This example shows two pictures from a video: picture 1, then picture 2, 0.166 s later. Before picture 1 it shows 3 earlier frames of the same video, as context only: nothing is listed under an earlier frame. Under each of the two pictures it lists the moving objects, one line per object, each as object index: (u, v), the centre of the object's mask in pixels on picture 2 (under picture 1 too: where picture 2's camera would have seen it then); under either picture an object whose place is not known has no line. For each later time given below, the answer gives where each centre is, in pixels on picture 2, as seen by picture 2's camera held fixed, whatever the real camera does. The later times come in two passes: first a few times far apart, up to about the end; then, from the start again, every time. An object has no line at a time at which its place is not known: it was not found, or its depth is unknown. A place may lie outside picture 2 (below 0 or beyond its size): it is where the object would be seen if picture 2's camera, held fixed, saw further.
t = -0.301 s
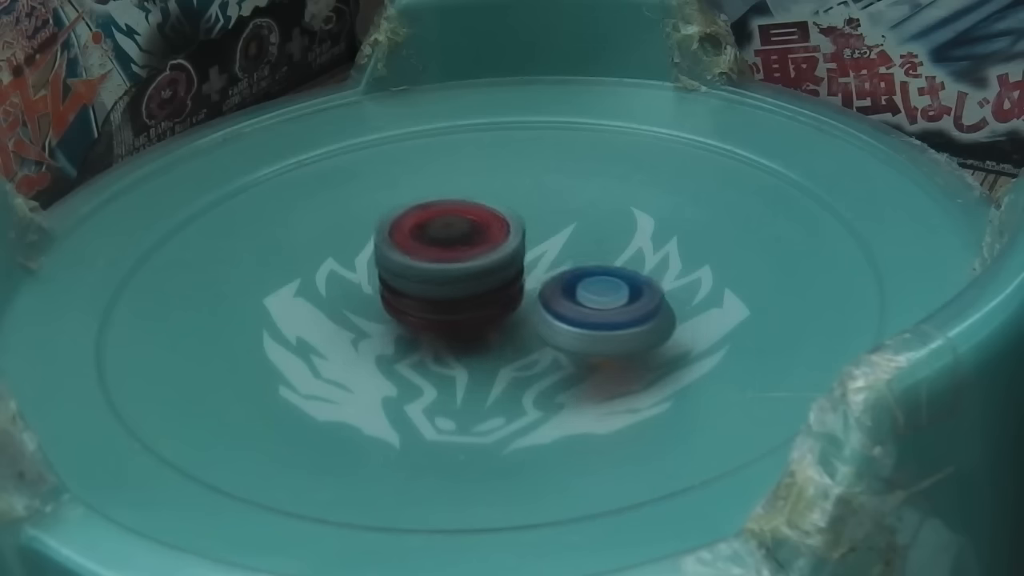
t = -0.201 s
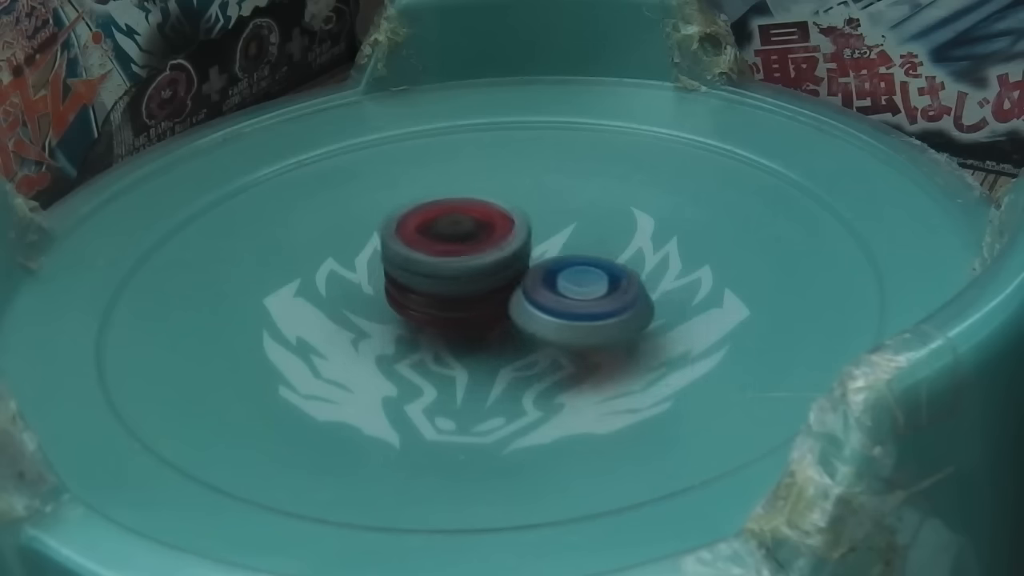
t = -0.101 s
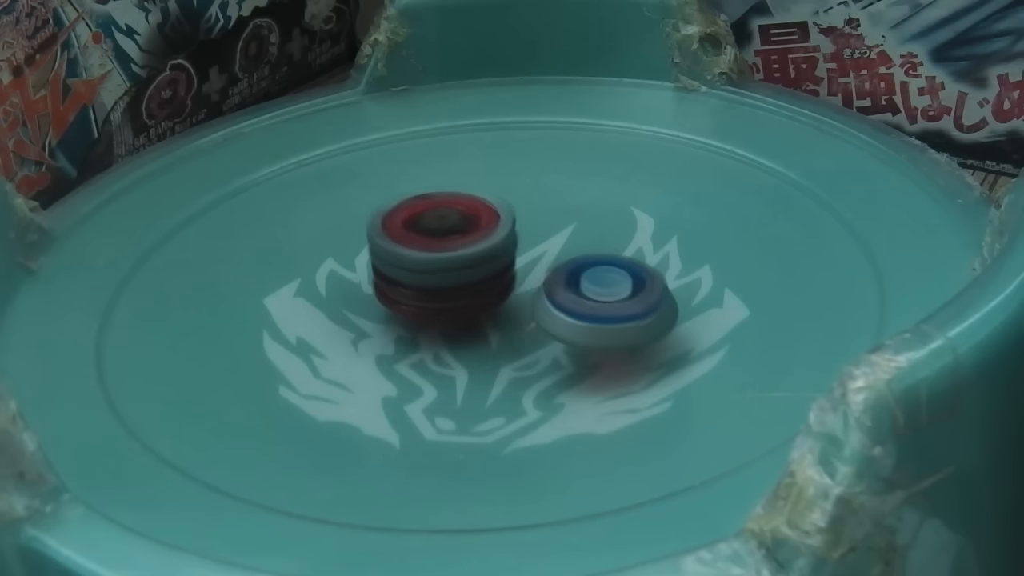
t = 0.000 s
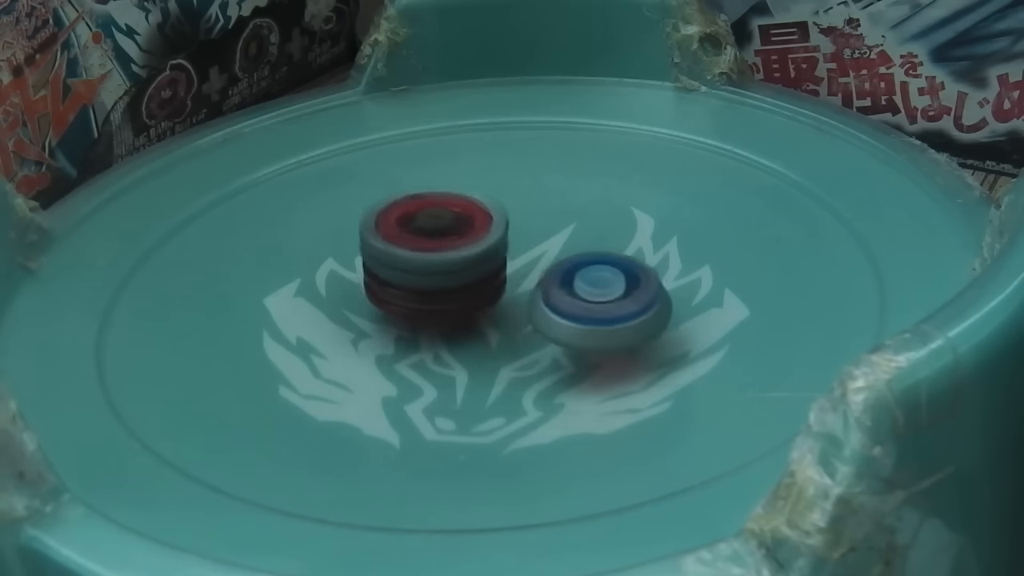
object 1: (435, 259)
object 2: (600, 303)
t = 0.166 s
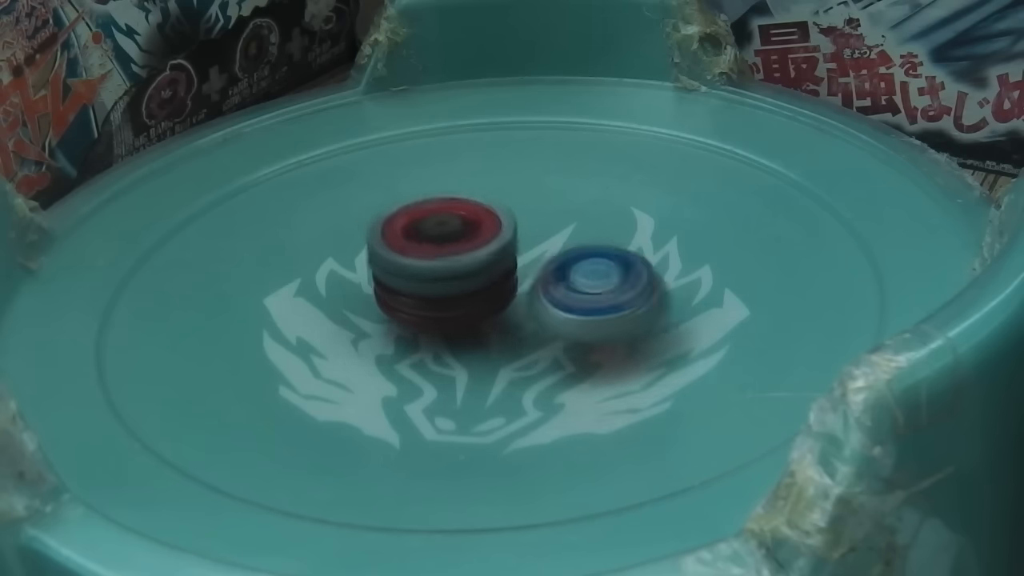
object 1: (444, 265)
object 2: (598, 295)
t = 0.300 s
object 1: (455, 266)
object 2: (629, 295)
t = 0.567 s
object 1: (476, 264)
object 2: (637, 287)
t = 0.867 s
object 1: (462, 274)
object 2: (628, 290)
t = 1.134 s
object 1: (466, 273)
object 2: (621, 289)
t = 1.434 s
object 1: (437, 273)
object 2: (599, 282)
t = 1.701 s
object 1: (469, 275)
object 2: (616, 271)
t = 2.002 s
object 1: (467, 270)
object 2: (610, 268)
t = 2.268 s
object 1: (486, 278)
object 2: (629, 271)
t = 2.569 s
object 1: (496, 270)
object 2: (645, 274)
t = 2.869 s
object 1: (452, 272)
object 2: (614, 276)
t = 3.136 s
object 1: (441, 289)
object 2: (609, 271)
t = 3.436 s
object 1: (453, 286)
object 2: (638, 256)
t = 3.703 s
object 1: (463, 270)
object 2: (610, 257)
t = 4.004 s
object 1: (403, 265)
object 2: (618, 280)
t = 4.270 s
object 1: (411, 277)
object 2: (616, 279)
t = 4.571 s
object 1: (456, 284)
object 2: (660, 268)
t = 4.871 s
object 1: (409, 265)
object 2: (681, 276)
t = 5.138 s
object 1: (432, 263)
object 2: (561, 306)
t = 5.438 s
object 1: (467, 261)
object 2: (593, 324)
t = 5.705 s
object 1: (480, 246)
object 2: (559, 355)
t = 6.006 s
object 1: (497, 254)
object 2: (337, 357)
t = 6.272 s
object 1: (493, 272)
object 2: (407, 340)
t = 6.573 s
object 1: (496, 261)
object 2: (386, 344)
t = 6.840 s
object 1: (482, 263)
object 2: (427, 351)
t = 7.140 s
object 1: (466, 265)
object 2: (385, 330)
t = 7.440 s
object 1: (486, 274)
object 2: (386, 332)
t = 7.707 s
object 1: (500, 276)
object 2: (413, 354)
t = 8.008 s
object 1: (507, 267)
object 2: (395, 328)
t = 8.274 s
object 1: (511, 273)
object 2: (404, 327)
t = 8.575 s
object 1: (495, 278)
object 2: (423, 350)
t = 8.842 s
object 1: (489, 272)
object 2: (391, 332)
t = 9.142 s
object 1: (471, 269)
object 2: (419, 343)
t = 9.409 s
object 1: (491, 270)
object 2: (412, 337)
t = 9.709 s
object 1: (506, 276)
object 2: (400, 331)
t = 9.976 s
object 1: (502, 268)
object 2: (425, 346)
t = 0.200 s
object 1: (445, 264)
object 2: (616, 296)
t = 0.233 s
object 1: (448, 265)
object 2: (627, 296)
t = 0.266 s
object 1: (451, 265)
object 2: (630, 296)
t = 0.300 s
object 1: (455, 266)
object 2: (629, 295)
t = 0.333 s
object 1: (460, 266)
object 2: (627, 294)
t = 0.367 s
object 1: (465, 266)
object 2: (624, 293)
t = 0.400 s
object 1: (469, 267)
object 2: (619, 292)
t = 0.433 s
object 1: (475, 268)
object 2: (613, 291)
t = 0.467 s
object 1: (477, 267)
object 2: (613, 289)
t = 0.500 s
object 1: (477, 267)
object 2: (625, 289)
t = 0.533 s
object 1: (477, 266)
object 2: (633, 289)
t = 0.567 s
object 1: (476, 264)
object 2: (637, 287)
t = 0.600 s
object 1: (474, 263)
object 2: (637, 287)
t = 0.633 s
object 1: (474, 263)
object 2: (632, 285)
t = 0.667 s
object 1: (472, 264)
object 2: (626, 286)
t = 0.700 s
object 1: (470, 265)
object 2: (619, 285)
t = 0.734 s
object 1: (469, 266)
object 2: (612, 284)
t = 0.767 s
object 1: (469, 268)
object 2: (606, 283)
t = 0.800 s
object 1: (466, 270)
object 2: (616, 285)
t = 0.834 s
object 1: (463, 272)
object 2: (626, 288)
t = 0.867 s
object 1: (462, 274)
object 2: (628, 290)
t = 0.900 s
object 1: (461, 275)
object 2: (625, 291)
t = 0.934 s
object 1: (462, 275)
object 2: (619, 292)
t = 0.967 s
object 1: (466, 277)
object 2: (613, 291)
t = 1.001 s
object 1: (468, 278)
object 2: (617, 291)
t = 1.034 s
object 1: (468, 276)
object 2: (622, 290)
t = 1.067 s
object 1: (470, 274)
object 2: (621, 290)
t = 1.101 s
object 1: (470, 273)
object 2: (615, 289)
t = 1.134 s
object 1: (466, 273)
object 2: (621, 289)
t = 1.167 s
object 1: (458, 270)
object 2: (630, 289)
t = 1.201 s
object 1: (453, 269)
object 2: (634, 289)
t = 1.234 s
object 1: (445, 267)
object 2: (633, 289)
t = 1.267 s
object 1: (440, 268)
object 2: (629, 288)
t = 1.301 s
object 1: (436, 268)
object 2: (623, 287)
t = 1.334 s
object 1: (435, 269)
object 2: (616, 286)
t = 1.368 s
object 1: (434, 270)
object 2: (610, 284)
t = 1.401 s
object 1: (434, 271)
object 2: (605, 283)
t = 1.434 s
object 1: (437, 273)
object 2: (599, 282)
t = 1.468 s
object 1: (441, 274)
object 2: (594, 280)
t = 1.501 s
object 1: (444, 276)
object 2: (595, 279)
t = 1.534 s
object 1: (448, 278)
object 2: (604, 276)
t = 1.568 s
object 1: (455, 277)
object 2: (607, 275)
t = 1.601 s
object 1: (460, 278)
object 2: (607, 274)
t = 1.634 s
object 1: (462, 277)
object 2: (612, 273)
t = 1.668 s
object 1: (465, 277)
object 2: (616, 272)
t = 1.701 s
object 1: (469, 275)
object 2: (616, 271)
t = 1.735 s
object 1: (472, 273)
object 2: (618, 271)
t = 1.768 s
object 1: (470, 273)
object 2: (624, 269)
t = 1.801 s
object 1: (470, 272)
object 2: (627, 269)
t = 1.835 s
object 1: (469, 271)
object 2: (627, 269)
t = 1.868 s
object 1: (469, 272)
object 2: (624, 269)
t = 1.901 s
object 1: (468, 270)
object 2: (621, 269)
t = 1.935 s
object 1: (467, 270)
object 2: (618, 268)
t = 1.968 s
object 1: (467, 270)
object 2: (613, 268)
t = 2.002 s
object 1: (467, 270)
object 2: (610, 268)
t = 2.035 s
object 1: (463, 270)
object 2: (626, 268)
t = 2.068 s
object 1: (461, 271)
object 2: (640, 267)
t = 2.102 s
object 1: (461, 272)
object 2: (646, 266)
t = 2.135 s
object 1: (464, 273)
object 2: (646, 266)
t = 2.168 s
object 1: (469, 276)
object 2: (643, 267)
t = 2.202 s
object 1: (475, 275)
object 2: (638, 268)
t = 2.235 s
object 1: (481, 278)
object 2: (631, 270)
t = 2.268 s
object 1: (486, 278)
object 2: (629, 271)
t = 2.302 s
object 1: (487, 276)
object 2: (642, 270)
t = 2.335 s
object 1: (489, 277)
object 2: (648, 269)
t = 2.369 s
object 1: (492, 276)
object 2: (647, 270)
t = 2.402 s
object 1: (496, 275)
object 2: (642, 271)
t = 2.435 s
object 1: (499, 275)
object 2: (643, 271)
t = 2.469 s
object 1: (499, 273)
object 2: (642, 272)
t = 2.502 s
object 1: (499, 272)
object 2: (642, 272)
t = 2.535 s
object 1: (497, 270)
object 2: (645, 273)
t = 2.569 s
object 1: (496, 270)
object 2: (645, 274)
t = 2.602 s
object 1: (494, 269)
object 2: (640, 275)
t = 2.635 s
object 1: (492, 269)
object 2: (634, 274)
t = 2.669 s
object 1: (484, 267)
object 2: (637, 275)
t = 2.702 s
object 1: (477, 267)
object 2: (642, 275)
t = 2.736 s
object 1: (471, 268)
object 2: (641, 276)
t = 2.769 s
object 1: (465, 269)
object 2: (637, 276)
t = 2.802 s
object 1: (460, 269)
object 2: (630, 277)
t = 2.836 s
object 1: (455, 271)
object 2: (622, 277)
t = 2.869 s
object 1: (452, 272)
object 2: (614, 276)
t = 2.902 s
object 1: (451, 275)
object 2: (605, 276)
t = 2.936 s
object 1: (449, 278)
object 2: (598, 275)
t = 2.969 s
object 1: (442, 279)
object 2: (610, 273)
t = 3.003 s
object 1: (437, 282)
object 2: (618, 272)
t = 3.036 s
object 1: (436, 283)
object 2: (619, 272)
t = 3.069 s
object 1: (436, 285)
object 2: (616, 272)
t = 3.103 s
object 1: (437, 286)
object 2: (613, 272)
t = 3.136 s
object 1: (441, 289)
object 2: (609, 271)
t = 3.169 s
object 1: (447, 290)
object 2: (604, 270)
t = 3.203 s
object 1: (453, 290)
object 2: (599, 270)
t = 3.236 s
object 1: (454, 291)
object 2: (605, 267)
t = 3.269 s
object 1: (449, 291)
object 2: (624, 263)
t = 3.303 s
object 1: (447, 292)
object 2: (638, 259)
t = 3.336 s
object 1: (446, 291)
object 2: (643, 258)
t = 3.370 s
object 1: (447, 290)
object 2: (644, 257)
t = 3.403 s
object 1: (449, 288)
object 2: (642, 256)
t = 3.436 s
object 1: (453, 286)
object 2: (638, 256)
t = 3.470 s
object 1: (455, 284)
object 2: (633, 256)
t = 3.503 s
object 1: (459, 282)
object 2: (627, 257)
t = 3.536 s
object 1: (463, 280)
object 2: (619, 258)
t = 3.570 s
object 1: (467, 279)
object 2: (610, 259)
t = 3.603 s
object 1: (468, 275)
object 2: (612, 259)
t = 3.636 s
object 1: (467, 274)
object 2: (616, 257)
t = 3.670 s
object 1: (465, 272)
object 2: (615, 256)
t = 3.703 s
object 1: (463, 270)
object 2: (610, 257)
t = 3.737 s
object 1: (463, 270)
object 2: (602, 259)
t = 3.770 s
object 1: (454, 267)
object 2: (616, 258)
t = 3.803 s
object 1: (442, 265)
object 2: (633, 257)
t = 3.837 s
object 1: (433, 264)
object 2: (644, 262)
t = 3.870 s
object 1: (425, 263)
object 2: (647, 267)
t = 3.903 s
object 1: (415, 263)
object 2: (644, 272)
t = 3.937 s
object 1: (409, 264)
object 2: (638, 276)
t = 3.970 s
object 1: (405, 264)
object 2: (629, 278)
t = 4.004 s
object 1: (403, 265)
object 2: (618, 280)
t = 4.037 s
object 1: (401, 265)
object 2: (606, 281)
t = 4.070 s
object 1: (401, 267)
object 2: (594, 282)
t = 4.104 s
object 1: (404, 270)
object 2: (582, 282)
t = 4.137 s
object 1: (408, 273)
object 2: (571, 282)
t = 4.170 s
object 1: (414, 275)
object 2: (561, 282)
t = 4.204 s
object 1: (415, 275)
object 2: (566, 281)
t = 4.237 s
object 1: (412, 276)
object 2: (595, 280)
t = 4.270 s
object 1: (411, 277)
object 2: (616, 279)
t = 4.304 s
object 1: (413, 279)
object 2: (630, 280)
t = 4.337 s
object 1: (419, 280)
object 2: (636, 279)
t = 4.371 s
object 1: (425, 280)
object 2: (636, 279)
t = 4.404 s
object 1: (431, 282)
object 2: (633, 279)
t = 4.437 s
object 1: (440, 284)
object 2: (628, 278)
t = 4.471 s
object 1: (448, 284)
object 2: (622, 277)
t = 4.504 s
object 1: (461, 286)
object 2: (617, 277)
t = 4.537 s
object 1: (469, 283)
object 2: (617, 273)
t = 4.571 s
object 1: (456, 284)
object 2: (660, 268)
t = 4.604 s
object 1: (448, 280)
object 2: (698, 262)
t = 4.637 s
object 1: (438, 277)
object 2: (722, 262)
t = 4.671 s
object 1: (431, 275)
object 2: (738, 260)
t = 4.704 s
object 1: (425, 274)
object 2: (744, 260)
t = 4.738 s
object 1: (418, 272)
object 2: (742, 265)
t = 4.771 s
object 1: (412, 270)
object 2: (734, 267)
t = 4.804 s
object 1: (410, 269)
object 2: (720, 270)
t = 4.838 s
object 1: (409, 267)
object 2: (705, 275)
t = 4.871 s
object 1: (409, 265)
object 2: (681, 276)
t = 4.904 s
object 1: (410, 264)
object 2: (658, 281)
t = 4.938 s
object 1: (412, 263)
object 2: (629, 283)
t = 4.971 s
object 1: (417, 263)
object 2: (603, 287)
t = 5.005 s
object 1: (422, 264)
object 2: (577, 291)
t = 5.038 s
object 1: (426, 265)
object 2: (552, 297)
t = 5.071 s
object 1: (426, 264)
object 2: (556, 301)
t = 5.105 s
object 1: (427, 264)
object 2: (561, 305)
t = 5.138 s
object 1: (432, 263)
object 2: (561, 306)
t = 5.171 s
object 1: (436, 263)
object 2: (558, 307)
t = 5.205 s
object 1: (439, 262)
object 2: (561, 311)
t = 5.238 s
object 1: (440, 261)
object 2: (579, 319)
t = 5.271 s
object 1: (443, 259)
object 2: (592, 325)
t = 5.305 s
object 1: (447, 259)
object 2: (601, 327)
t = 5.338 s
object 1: (452, 259)
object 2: (602, 327)
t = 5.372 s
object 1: (457, 260)
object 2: (602, 327)
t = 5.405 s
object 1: (461, 260)
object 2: (597, 325)
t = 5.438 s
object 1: (467, 261)
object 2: (593, 324)
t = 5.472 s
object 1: (471, 262)
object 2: (587, 321)
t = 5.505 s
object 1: (473, 261)
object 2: (588, 321)
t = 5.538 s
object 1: (474, 258)
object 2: (596, 337)
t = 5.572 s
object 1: (477, 254)
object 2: (599, 347)
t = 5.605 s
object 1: (479, 251)
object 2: (595, 356)
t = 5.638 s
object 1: (480, 250)
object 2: (588, 358)
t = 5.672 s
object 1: (480, 249)
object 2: (575, 356)
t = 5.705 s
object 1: (480, 246)
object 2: (559, 355)
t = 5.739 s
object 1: (480, 244)
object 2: (544, 348)
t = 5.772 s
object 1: (482, 242)
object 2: (527, 337)
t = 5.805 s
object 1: (486, 241)
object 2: (510, 332)
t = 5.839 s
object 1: (489, 239)
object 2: (491, 330)
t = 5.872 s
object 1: (491, 244)
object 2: (463, 342)
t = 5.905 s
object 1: (494, 246)
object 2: (428, 344)
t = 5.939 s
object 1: (495, 249)
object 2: (392, 353)
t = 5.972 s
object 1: (496, 251)
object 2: (360, 350)
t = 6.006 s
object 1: (497, 254)
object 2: (337, 357)
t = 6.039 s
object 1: (497, 255)
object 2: (323, 361)
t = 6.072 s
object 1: (497, 257)
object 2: (320, 362)
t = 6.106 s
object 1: (497, 261)
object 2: (328, 365)
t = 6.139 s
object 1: (495, 264)
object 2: (344, 365)
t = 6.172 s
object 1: (492, 268)
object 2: (364, 359)
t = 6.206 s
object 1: (491, 270)
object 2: (392, 354)
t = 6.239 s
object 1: (491, 272)
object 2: (403, 347)
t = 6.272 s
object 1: (493, 272)
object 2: (407, 340)
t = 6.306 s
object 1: (494, 271)
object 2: (401, 342)
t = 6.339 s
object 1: (495, 269)
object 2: (389, 344)
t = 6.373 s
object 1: (495, 268)
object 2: (380, 345)
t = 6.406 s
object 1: (493, 267)
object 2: (375, 345)
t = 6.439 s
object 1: (494, 266)
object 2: (373, 345)
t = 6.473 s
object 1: (495, 264)
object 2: (373, 345)
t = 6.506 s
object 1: (496, 262)
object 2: (374, 345)
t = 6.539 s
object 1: (497, 261)
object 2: (379, 344)
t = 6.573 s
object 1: (496, 261)
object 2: (386, 344)
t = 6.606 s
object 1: (494, 260)
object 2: (394, 344)
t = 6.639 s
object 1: (494, 260)
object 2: (401, 346)
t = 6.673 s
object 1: (494, 259)
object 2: (410, 348)
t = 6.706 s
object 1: (492, 261)
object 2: (419, 350)
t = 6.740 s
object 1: (490, 262)
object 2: (423, 351)
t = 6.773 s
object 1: (488, 262)
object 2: (427, 352)
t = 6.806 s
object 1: (485, 262)
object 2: (427, 352)
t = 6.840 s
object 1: (482, 263)
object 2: (427, 351)
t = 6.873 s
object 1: (480, 264)
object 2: (425, 349)
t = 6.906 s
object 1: (478, 264)
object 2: (424, 347)
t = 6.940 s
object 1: (474, 263)
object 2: (420, 345)
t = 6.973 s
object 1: (470, 263)
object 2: (414, 345)
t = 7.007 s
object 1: (468, 264)
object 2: (406, 344)
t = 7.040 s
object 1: (466, 264)
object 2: (401, 330)
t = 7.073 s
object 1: (466, 265)
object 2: (395, 329)
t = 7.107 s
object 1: (466, 267)
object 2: (389, 330)
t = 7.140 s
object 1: (466, 265)
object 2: (385, 330)
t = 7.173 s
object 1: (466, 265)
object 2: (384, 330)
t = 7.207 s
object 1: (466, 266)
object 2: (383, 330)
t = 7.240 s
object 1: (467, 267)
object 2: (384, 331)
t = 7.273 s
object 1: (469, 269)
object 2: (382, 331)
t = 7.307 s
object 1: (472, 269)
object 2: (381, 332)
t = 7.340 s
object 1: (476, 272)
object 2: (380, 332)
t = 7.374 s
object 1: (480, 273)
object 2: (381, 332)
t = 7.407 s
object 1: (483, 273)
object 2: (385, 333)
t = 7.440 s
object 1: (486, 274)
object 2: (386, 332)
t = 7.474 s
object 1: (490, 277)
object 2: (391, 332)
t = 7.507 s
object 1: (492, 277)
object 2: (397, 332)
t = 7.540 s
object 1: (493, 276)
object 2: (404, 333)
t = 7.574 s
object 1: (493, 277)
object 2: (409, 337)
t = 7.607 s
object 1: (494, 279)
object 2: (411, 340)
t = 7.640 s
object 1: (498, 278)
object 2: (407, 345)
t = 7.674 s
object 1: (499, 277)
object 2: (408, 351)
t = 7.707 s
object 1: (500, 276)
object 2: (413, 354)
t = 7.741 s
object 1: (501, 277)
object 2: (418, 355)
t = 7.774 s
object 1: (502, 275)
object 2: (423, 354)
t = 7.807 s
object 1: (503, 275)
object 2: (425, 350)
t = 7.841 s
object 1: (504, 274)
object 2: (426, 345)
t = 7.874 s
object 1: (503, 272)
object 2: (423, 338)
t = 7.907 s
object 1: (503, 270)
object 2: (420, 332)
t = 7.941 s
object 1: (502, 270)
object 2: (413, 328)
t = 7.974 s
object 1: (504, 271)
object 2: (403, 329)
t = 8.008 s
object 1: (507, 267)
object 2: (395, 328)
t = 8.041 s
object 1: (509, 265)
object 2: (389, 328)
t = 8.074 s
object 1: (510, 266)
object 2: (386, 328)
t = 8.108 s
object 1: (511, 269)
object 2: (386, 327)
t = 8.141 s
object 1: (509, 270)
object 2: (385, 328)
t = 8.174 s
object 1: (509, 270)
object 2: (387, 327)
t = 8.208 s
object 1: (511, 270)
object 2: (391, 327)
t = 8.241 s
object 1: (510, 271)
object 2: (397, 327)
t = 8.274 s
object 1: (511, 273)
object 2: (404, 327)
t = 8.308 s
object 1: (510, 274)
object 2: (411, 330)
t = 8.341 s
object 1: (509, 274)
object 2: (418, 333)
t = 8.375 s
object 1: (506, 274)
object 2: (422, 338)
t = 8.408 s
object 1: (504, 276)
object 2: (422, 342)
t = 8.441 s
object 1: (501, 277)
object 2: (422, 346)
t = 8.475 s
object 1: (499, 276)
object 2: (424, 349)
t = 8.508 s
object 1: (498, 278)
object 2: (423, 350)
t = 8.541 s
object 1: (497, 278)
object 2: (423, 351)
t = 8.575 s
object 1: (495, 278)
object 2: (423, 350)
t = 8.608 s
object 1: (493, 277)
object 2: (418, 347)
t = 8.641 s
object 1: (492, 277)
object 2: (416, 343)
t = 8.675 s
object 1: (491, 275)
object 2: (413, 340)
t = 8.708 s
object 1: (490, 274)
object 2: (408, 337)
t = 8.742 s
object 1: (489, 274)
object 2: (403, 334)
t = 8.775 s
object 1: (489, 274)
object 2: (397, 333)
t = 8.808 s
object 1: (489, 273)
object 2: (393, 332)
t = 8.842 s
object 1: (489, 272)
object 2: (391, 332)
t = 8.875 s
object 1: (488, 271)
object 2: (391, 332)
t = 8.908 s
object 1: (486, 271)
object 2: (392, 332)
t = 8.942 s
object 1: (485, 270)
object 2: (395, 332)
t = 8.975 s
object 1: (484, 270)
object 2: (398, 332)
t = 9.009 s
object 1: (481, 269)
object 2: (404, 333)
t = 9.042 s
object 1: (478, 268)
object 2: (409, 335)
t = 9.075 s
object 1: (475, 268)
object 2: (413, 337)
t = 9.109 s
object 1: (472, 268)
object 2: (417, 340)
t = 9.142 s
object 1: (471, 269)
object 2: (419, 343)
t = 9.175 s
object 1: (469, 268)
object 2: (418, 343)
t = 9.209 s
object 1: (469, 270)
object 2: (419, 349)
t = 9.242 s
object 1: (470, 270)
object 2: (421, 351)
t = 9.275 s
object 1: (474, 270)
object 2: (421, 351)
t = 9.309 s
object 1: (478, 270)
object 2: (421, 348)
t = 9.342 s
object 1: (486, 268)
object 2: (419, 345)
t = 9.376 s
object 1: (489, 269)
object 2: (415, 340)
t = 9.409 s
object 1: (491, 270)
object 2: (412, 337)
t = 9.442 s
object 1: (493, 267)
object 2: (408, 334)
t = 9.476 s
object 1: (495, 267)
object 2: (403, 332)
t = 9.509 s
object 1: (497, 269)
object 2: (399, 331)
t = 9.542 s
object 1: (499, 271)
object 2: (396, 331)
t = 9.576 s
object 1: (501, 272)
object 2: (394, 331)
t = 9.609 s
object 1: (503, 274)
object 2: (394, 331)
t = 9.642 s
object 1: (505, 275)
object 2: (394, 331)
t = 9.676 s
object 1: (506, 276)
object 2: (396, 331)
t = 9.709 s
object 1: (506, 276)
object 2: (400, 331)
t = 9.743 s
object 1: (505, 276)
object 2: (405, 331)
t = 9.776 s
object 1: (503, 277)
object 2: (410, 333)
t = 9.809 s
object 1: (502, 277)
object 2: (416, 336)
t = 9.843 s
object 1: (502, 277)
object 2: (417, 339)
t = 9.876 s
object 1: (503, 277)
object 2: (420, 342)
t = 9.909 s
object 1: (505, 273)
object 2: (422, 343)
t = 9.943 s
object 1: (505, 269)
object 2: (424, 345)
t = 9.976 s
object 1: (502, 268)
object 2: (425, 346)
